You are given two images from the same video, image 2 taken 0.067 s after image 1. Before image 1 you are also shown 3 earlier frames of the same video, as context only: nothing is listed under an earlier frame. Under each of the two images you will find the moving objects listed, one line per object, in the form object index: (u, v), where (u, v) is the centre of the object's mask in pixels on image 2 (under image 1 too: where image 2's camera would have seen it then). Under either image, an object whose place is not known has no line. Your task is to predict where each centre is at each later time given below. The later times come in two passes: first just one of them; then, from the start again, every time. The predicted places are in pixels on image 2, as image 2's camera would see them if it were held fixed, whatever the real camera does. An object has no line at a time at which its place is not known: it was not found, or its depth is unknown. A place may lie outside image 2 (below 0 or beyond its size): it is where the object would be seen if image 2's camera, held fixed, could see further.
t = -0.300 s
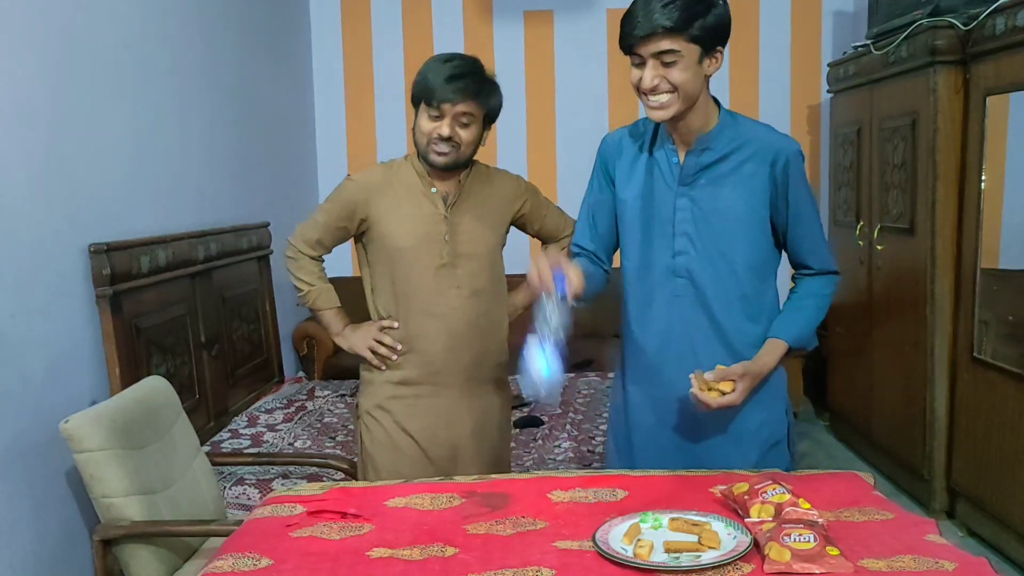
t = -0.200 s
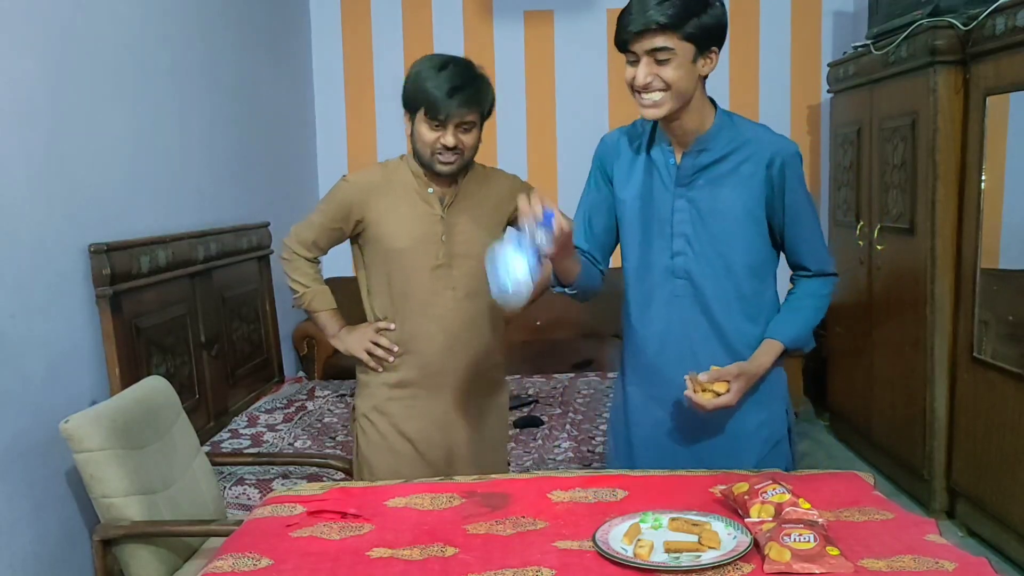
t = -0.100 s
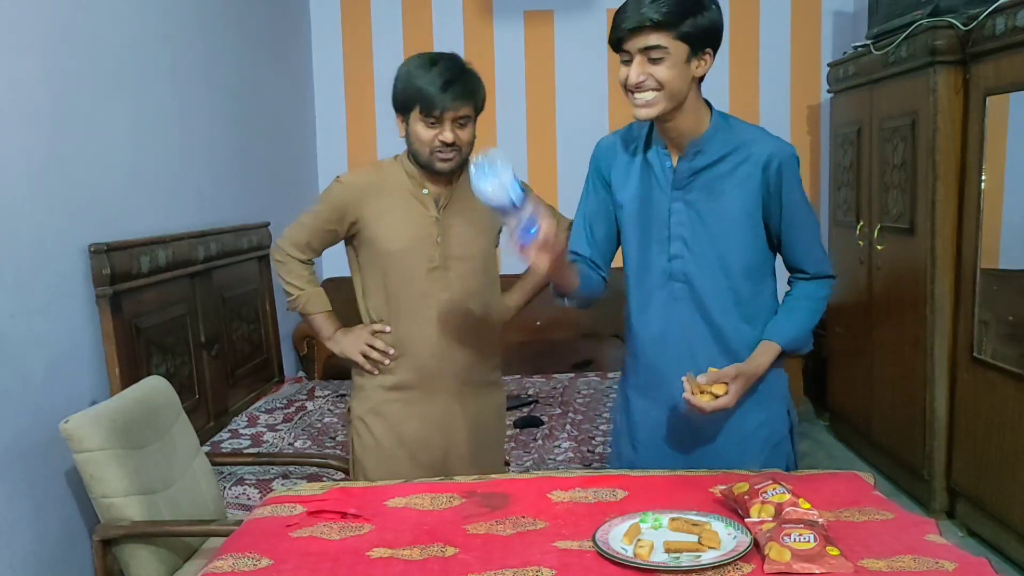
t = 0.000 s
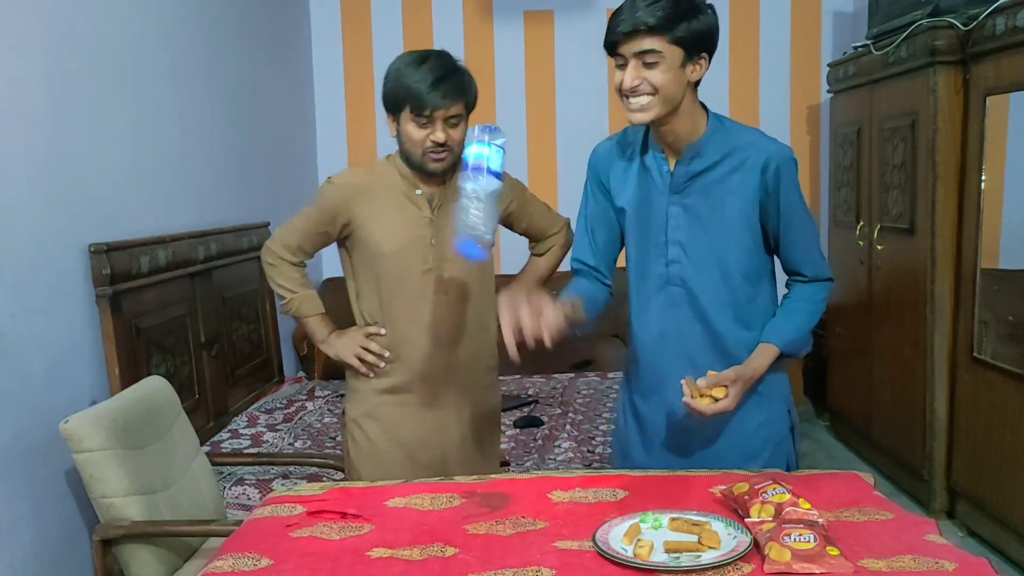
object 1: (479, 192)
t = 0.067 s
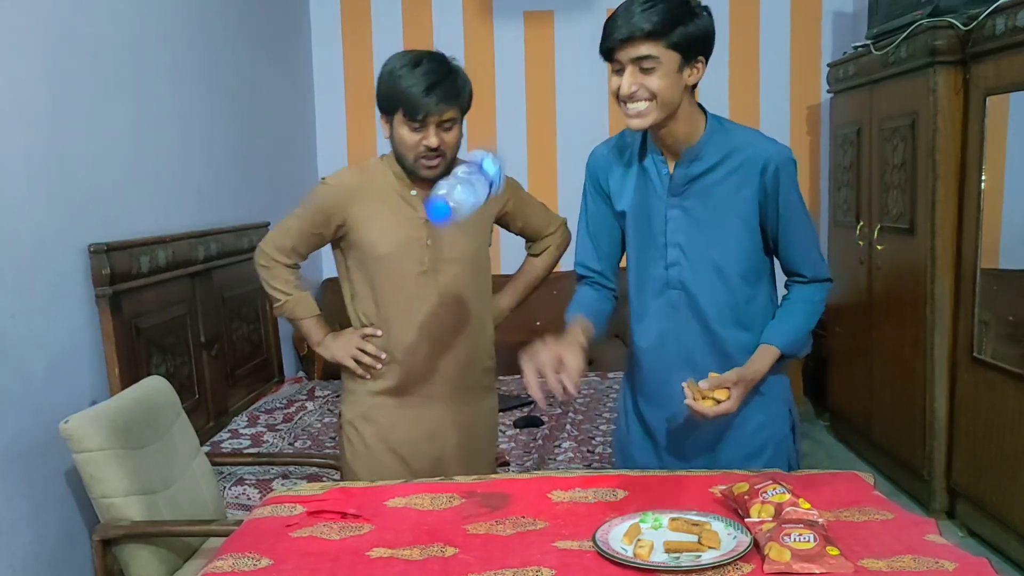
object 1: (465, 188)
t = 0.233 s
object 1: (456, 345)
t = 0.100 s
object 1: (467, 199)
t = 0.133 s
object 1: (463, 224)
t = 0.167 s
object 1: (460, 257)
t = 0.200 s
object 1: (458, 298)
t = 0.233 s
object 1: (456, 345)
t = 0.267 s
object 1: (454, 401)
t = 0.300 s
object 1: (452, 466)
